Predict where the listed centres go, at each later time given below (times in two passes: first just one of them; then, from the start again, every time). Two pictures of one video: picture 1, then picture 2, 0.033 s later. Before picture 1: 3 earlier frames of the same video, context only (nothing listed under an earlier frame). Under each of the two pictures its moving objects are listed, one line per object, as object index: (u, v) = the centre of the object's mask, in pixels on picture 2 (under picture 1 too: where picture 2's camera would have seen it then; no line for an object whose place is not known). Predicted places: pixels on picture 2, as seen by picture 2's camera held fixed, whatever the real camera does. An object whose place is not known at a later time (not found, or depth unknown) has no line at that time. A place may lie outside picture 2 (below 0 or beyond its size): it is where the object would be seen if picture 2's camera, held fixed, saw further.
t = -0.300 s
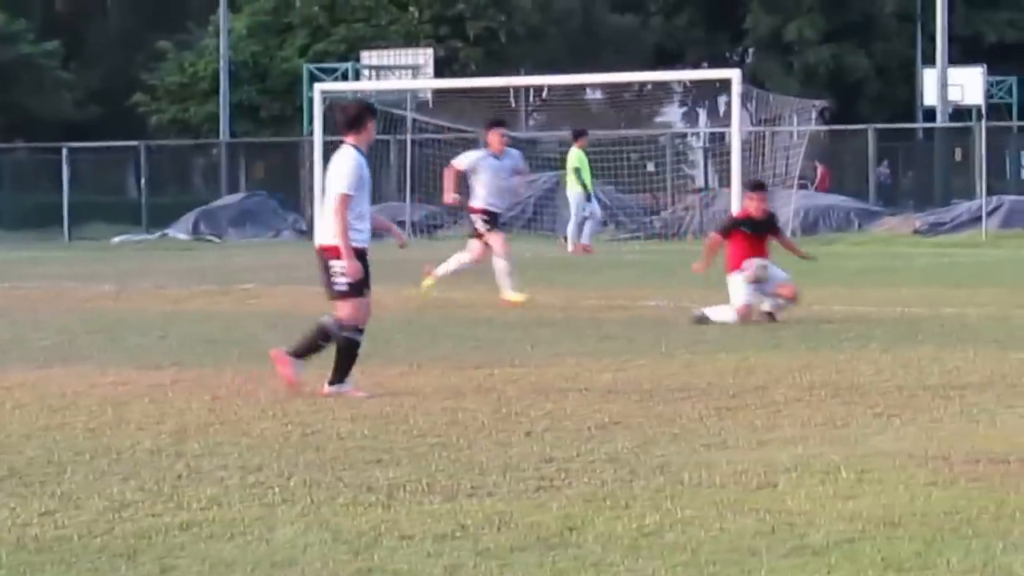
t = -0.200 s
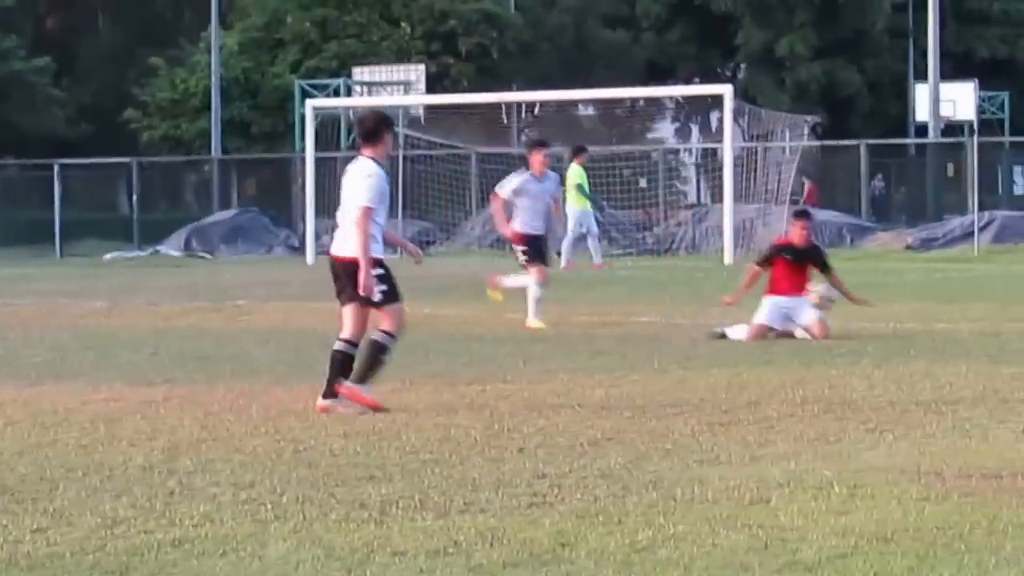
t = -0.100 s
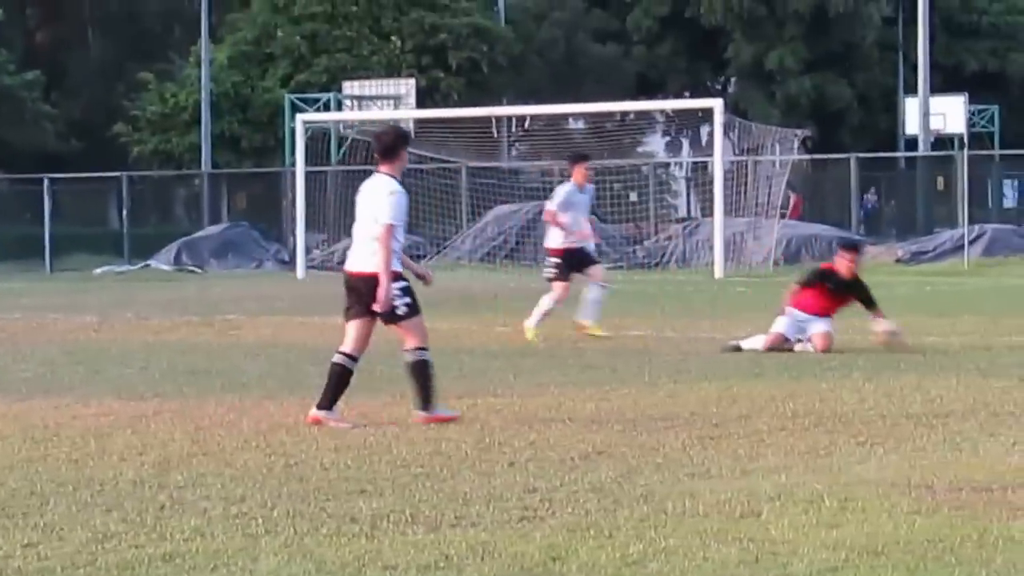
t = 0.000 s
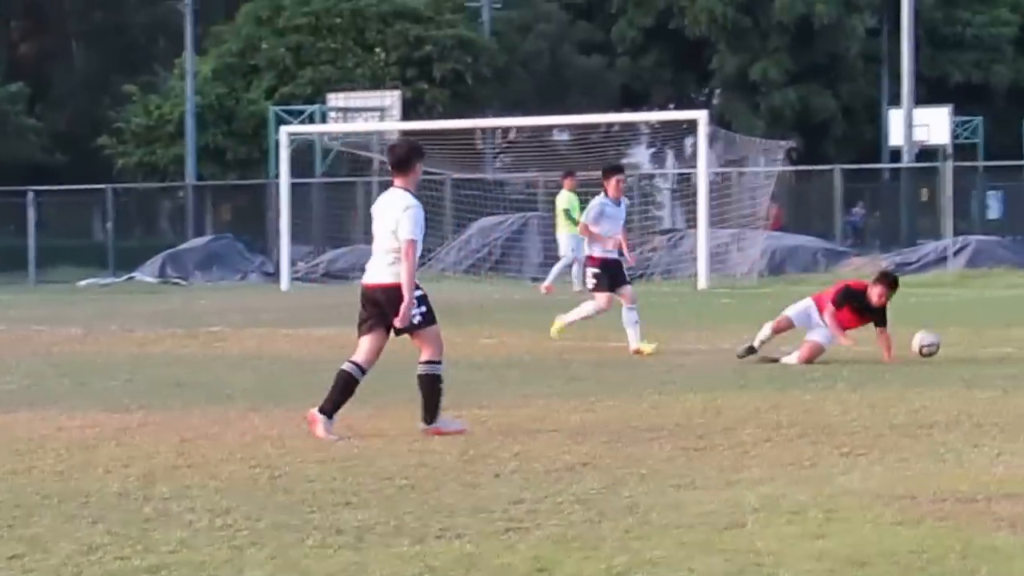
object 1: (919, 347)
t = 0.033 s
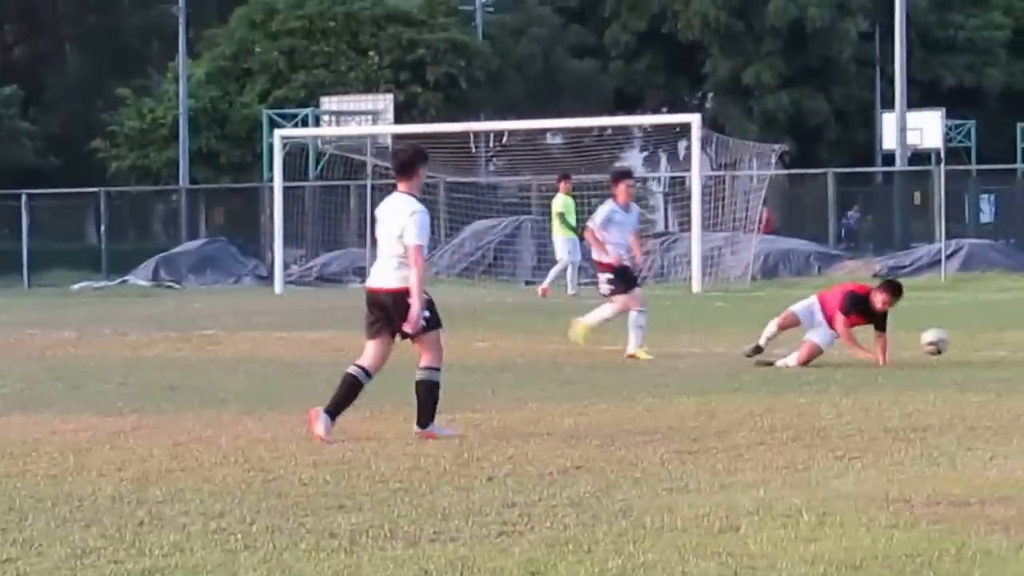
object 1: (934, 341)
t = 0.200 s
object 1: (1008, 337)
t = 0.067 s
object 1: (949, 338)
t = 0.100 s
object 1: (963, 335)
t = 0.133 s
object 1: (977, 334)
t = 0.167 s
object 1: (993, 335)
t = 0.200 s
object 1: (1008, 337)
